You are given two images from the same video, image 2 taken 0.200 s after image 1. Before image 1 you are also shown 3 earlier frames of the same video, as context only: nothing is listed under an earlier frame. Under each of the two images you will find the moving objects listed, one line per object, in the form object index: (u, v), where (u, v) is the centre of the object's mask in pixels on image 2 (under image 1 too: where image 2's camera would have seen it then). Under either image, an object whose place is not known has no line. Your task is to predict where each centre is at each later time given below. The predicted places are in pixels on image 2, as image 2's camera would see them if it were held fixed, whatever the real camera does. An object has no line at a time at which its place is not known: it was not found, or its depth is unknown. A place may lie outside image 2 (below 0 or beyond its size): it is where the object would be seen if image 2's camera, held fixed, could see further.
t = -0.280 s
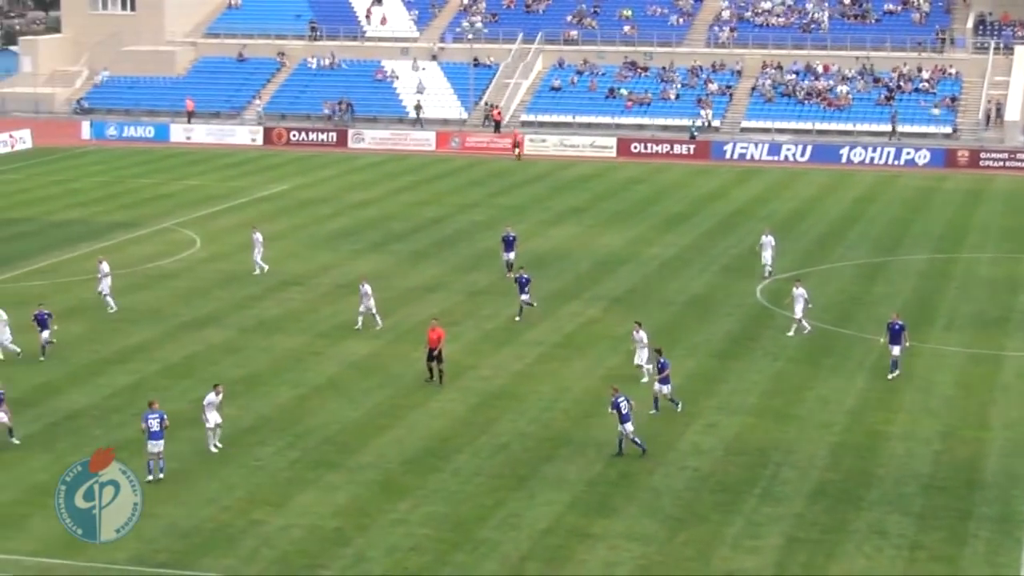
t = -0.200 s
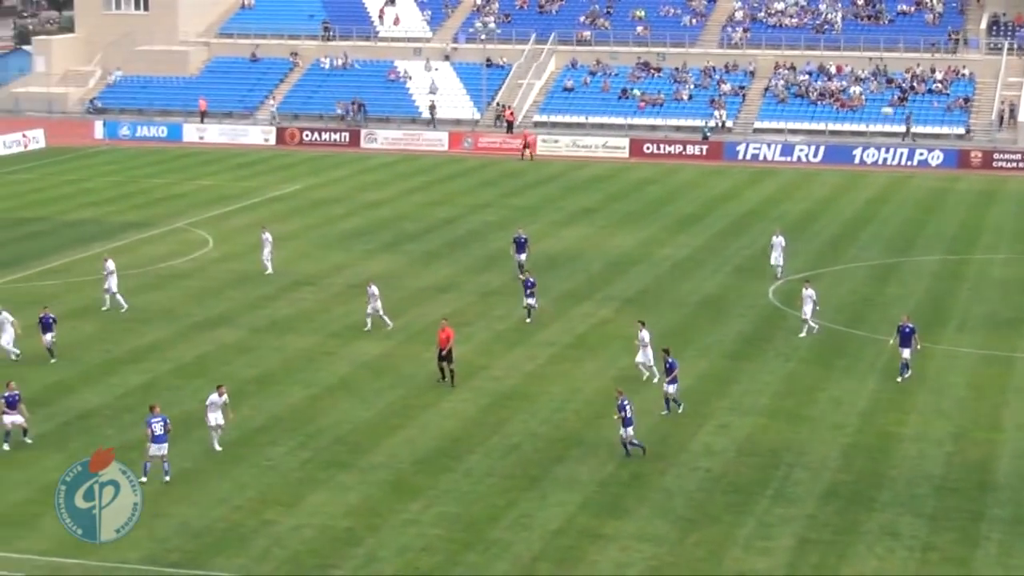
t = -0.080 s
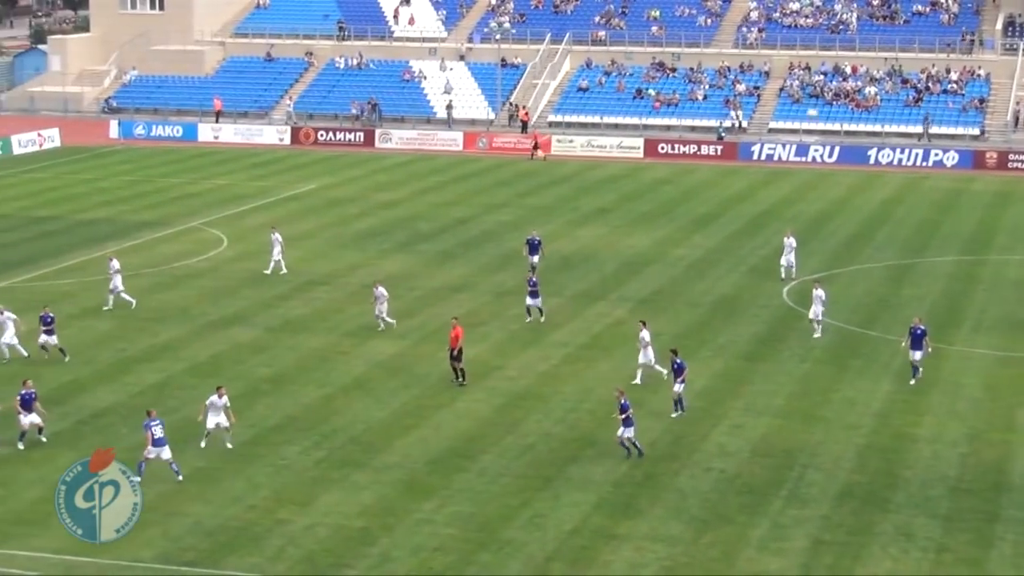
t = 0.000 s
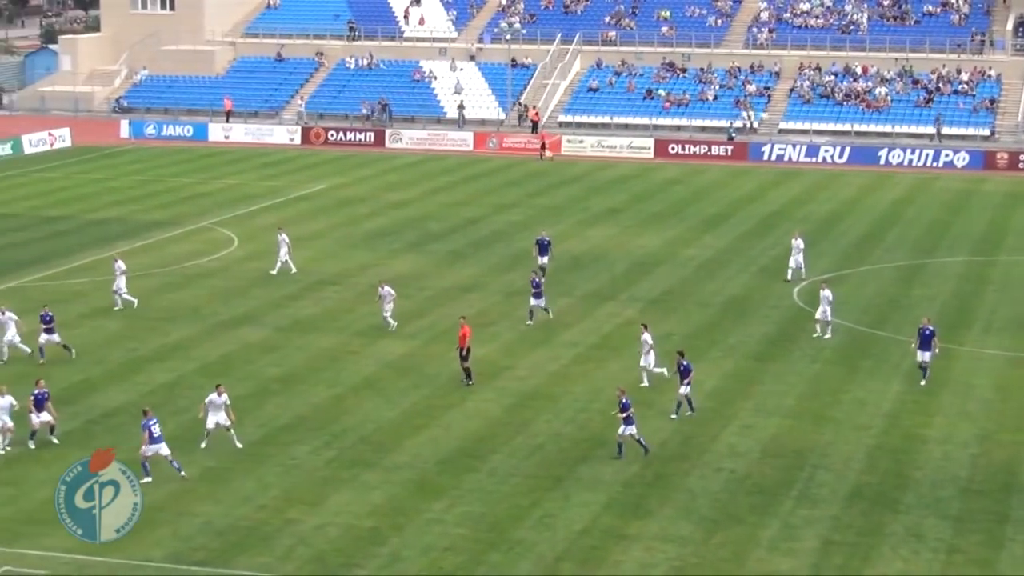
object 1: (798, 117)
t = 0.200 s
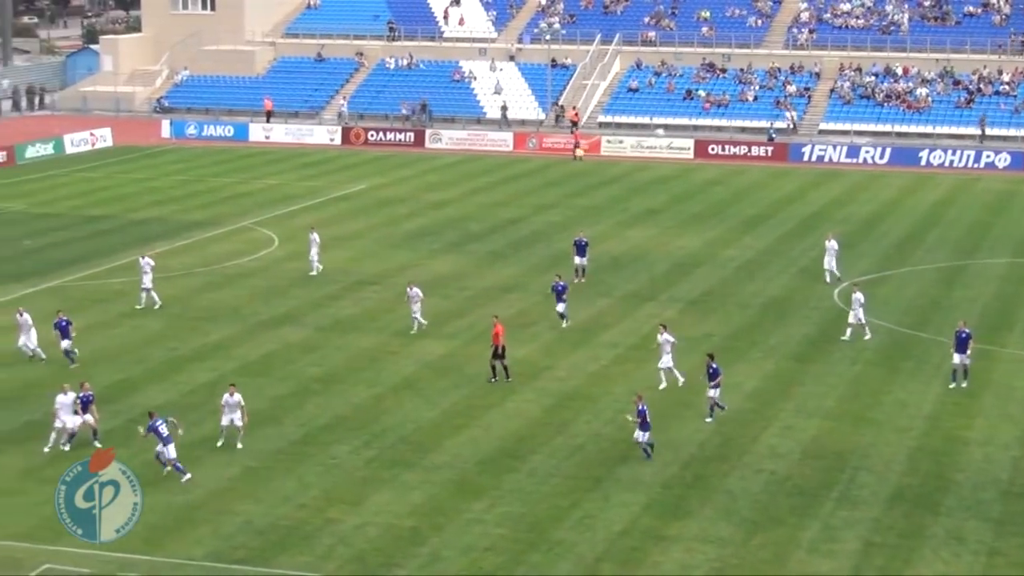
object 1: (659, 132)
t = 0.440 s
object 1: (496, 165)
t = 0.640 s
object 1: (364, 205)
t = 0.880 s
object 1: (212, 264)
